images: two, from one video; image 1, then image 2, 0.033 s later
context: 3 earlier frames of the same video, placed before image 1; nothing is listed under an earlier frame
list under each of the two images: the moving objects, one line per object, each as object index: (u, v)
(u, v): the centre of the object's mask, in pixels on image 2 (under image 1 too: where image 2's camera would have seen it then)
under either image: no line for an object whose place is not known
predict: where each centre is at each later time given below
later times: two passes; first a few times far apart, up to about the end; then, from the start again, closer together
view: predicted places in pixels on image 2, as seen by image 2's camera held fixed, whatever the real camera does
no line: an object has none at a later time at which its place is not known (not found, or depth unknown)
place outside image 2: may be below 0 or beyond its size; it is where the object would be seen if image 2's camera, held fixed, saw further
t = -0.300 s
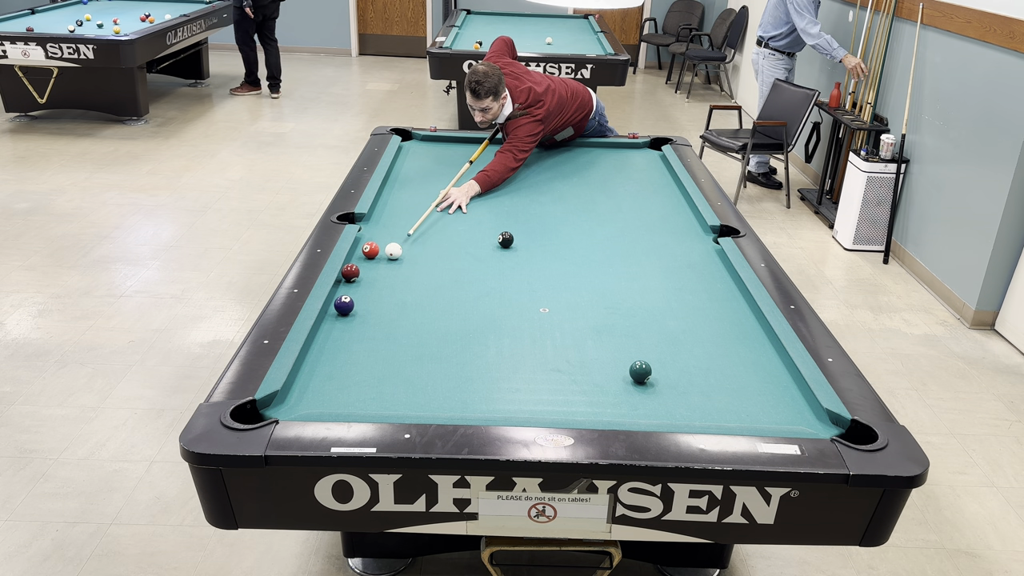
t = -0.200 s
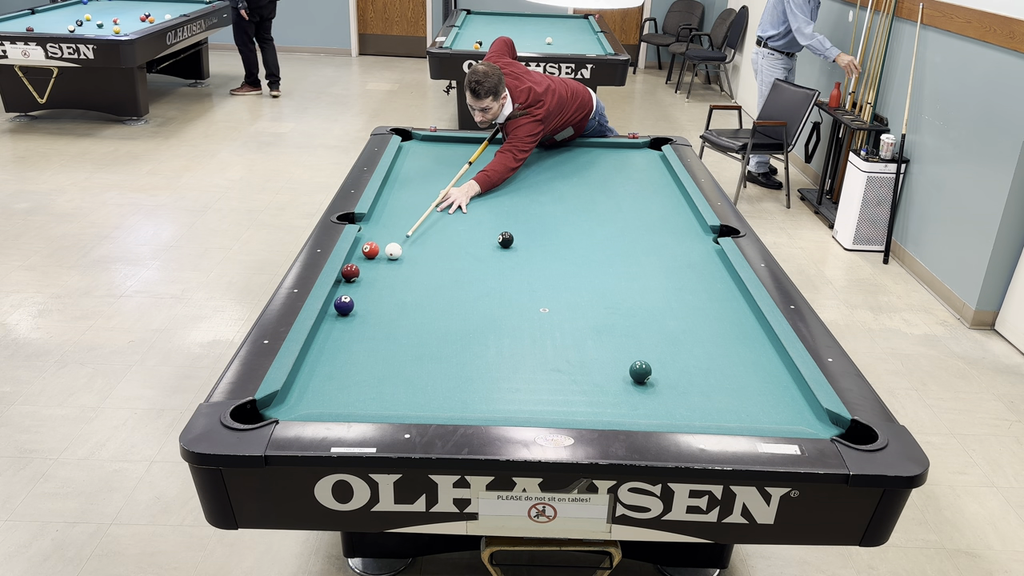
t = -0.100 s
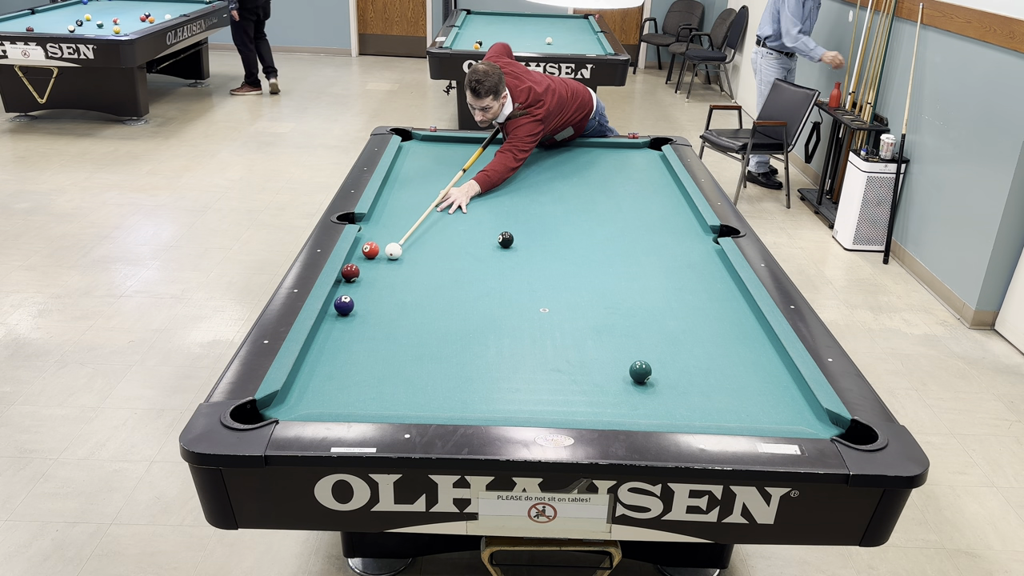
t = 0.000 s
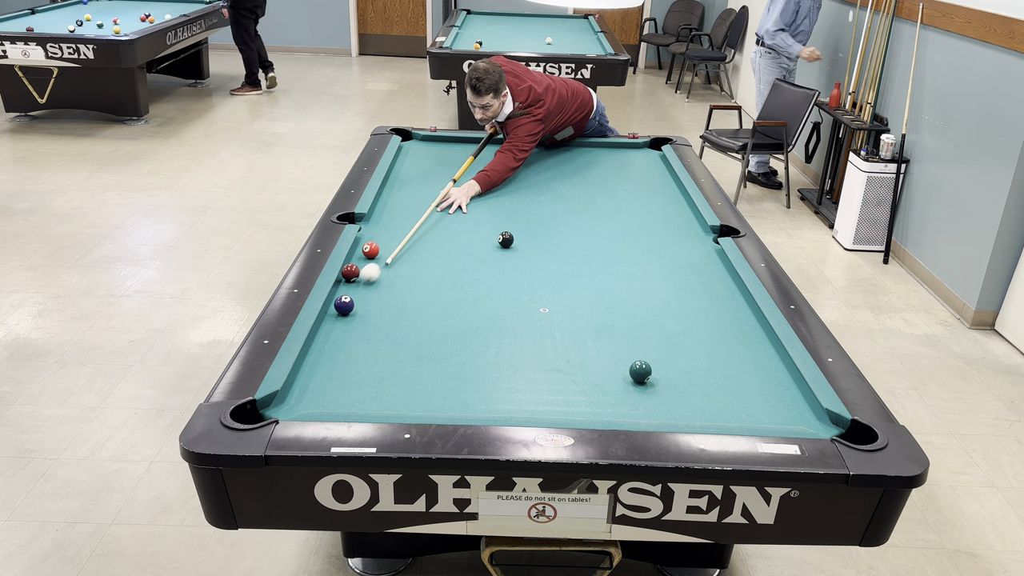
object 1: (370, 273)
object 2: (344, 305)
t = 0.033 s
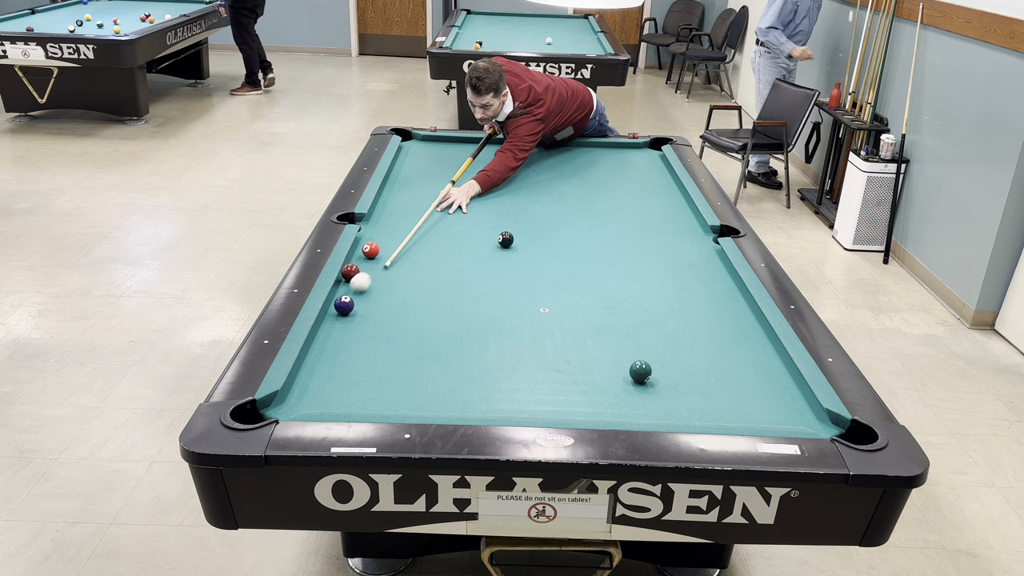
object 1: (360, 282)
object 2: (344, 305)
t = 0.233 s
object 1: (343, 297)
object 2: (328, 347)
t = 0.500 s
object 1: (360, 297)
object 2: (290, 404)
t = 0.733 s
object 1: (374, 298)
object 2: (288, 409)
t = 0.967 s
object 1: (386, 299)
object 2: (284, 407)
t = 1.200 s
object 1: (397, 299)
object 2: (280, 402)
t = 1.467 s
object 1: (408, 299)
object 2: (281, 400)
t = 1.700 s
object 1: (416, 300)
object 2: (282, 401)
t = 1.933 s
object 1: (423, 299)
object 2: (282, 401)
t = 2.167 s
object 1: (428, 299)
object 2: (282, 401)
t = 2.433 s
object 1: (431, 299)
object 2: (282, 401)
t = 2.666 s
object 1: (434, 298)
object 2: (282, 401)
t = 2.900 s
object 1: (434, 298)
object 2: (282, 401)
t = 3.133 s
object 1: (434, 299)
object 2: (282, 401)
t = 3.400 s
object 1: (434, 299)
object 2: (282, 401)
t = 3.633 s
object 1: (434, 299)
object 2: (282, 401)
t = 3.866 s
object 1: (434, 299)
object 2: (282, 401)
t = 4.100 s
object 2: (282, 401)
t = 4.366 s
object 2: (282, 401)
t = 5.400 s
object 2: (286, 400)
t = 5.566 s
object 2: (282, 401)
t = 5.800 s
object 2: (282, 401)
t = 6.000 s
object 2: (282, 401)
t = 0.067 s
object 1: (352, 290)
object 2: (344, 305)
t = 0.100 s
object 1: (343, 294)
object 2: (342, 309)
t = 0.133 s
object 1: (337, 296)
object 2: (339, 318)
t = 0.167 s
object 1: (338, 297)
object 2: (335, 328)
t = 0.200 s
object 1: (340, 297)
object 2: (331, 338)
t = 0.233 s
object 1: (343, 297)
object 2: (328, 347)
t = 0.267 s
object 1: (345, 297)
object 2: (324, 357)
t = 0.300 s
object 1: (347, 297)
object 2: (321, 365)
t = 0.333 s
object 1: (350, 297)
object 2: (317, 374)
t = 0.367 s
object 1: (352, 297)
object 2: (314, 382)
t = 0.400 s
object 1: (354, 297)
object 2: (310, 392)
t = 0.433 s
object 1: (356, 297)
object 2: (306, 400)
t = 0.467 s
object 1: (358, 297)
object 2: (300, 405)
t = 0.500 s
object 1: (360, 297)
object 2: (290, 404)
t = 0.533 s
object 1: (362, 298)
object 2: (279, 403)
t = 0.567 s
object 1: (364, 298)
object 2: (278, 403)
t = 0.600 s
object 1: (366, 298)
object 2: (281, 405)
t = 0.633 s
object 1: (368, 298)
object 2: (283, 406)
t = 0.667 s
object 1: (370, 298)
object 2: (285, 408)
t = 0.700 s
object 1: (372, 298)
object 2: (286, 408)
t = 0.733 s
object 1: (374, 298)
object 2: (288, 409)
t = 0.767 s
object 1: (376, 298)
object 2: (288, 409)
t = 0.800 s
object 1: (378, 298)
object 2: (287, 408)
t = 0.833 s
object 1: (379, 299)
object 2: (287, 408)
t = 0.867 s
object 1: (381, 299)
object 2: (286, 408)
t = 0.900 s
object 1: (383, 299)
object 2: (285, 407)
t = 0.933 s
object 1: (385, 299)
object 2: (285, 407)
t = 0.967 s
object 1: (386, 299)
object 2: (284, 407)
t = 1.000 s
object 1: (388, 299)
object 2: (284, 406)
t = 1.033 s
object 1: (389, 299)
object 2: (283, 406)
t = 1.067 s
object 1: (391, 299)
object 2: (283, 405)
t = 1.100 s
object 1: (393, 299)
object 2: (282, 405)
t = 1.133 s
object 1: (394, 299)
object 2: (281, 404)
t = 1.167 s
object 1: (396, 299)
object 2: (281, 403)
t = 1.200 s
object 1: (397, 299)
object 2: (280, 402)
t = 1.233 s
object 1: (399, 299)
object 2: (280, 402)
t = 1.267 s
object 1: (400, 299)
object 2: (279, 401)
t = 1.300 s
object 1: (402, 299)
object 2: (279, 401)
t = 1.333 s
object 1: (403, 299)
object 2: (279, 401)
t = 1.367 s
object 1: (404, 299)
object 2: (279, 401)
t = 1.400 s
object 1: (405, 299)
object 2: (280, 400)
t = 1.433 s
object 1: (407, 299)
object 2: (280, 401)
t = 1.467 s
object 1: (408, 299)
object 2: (281, 400)
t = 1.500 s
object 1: (409, 299)
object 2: (281, 401)
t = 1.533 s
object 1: (410, 299)
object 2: (281, 401)
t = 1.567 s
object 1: (412, 299)
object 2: (282, 401)
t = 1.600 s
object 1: (413, 299)
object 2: (282, 401)
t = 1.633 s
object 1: (414, 299)
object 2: (282, 401)
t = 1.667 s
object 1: (415, 299)
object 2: (282, 401)
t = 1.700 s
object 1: (416, 300)
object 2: (282, 401)
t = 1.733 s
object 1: (417, 299)
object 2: (282, 401)
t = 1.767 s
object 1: (418, 299)
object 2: (282, 401)
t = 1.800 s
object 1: (419, 299)
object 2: (282, 401)
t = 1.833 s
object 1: (420, 300)
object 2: (282, 401)
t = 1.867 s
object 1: (421, 299)
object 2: (282, 401)
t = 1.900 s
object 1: (422, 299)
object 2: (282, 401)
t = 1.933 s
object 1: (423, 299)
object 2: (282, 401)
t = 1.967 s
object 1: (423, 299)
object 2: (282, 401)
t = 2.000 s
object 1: (424, 299)
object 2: (282, 401)
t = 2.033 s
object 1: (425, 299)
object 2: (282, 401)
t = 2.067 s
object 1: (426, 299)
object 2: (282, 401)
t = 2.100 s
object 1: (426, 299)
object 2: (282, 401)
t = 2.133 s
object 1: (427, 299)
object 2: (282, 401)
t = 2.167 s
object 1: (428, 299)
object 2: (282, 401)
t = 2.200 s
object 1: (428, 299)
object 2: (282, 401)
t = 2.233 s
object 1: (429, 299)
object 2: (282, 401)
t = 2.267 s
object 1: (429, 299)
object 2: (282, 401)
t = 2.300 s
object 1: (430, 299)
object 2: (282, 401)
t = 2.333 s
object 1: (430, 299)
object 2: (282, 401)
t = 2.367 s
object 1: (431, 299)
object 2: (282, 401)
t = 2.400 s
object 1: (431, 299)
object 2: (282, 401)
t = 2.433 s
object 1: (431, 299)
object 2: (282, 401)
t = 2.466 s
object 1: (432, 299)
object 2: (282, 401)
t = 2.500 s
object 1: (432, 299)
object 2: (282, 401)
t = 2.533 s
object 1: (433, 299)
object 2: (282, 401)
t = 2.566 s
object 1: (433, 299)
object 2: (282, 401)
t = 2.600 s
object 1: (433, 299)
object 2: (282, 401)
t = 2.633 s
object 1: (434, 298)
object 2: (282, 401)
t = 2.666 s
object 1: (434, 298)
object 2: (282, 401)
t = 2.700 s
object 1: (434, 298)
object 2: (282, 401)
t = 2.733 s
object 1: (434, 299)
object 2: (282, 401)
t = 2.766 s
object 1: (434, 299)
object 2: (282, 401)
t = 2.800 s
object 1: (434, 298)
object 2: (282, 401)
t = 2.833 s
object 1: (434, 299)
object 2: (282, 401)
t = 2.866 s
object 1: (434, 299)
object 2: (282, 401)
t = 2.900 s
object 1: (434, 298)
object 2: (282, 401)
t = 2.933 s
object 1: (434, 299)
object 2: (282, 401)
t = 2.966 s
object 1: (434, 298)
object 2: (282, 401)
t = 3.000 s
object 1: (434, 299)
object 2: (282, 401)
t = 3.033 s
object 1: (434, 299)
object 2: (282, 401)
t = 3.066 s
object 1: (434, 299)
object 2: (282, 401)
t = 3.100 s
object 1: (434, 299)
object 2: (282, 401)
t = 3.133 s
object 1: (434, 299)
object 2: (282, 401)
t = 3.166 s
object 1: (434, 299)
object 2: (282, 401)
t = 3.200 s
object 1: (434, 298)
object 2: (282, 401)
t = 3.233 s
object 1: (434, 299)
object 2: (282, 401)
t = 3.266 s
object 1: (434, 298)
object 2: (282, 401)
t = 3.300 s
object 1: (434, 299)
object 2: (282, 401)
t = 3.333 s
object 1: (434, 299)
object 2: (282, 401)
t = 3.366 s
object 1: (434, 298)
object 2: (282, 401)
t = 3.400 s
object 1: (434, 299)
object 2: (282, 401)
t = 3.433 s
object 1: (434, 298)
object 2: (282, 401)
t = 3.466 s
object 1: (434, 299)
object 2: (282, 401)
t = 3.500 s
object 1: (434, 298)
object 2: (282, 401)
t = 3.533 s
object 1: (434, 298)
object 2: (282, 401)
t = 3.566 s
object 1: (434, 299)
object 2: (282, 401)
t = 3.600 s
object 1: (434, 299)
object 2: (282, 401)
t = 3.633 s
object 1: (434, 299)
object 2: (282, 401)
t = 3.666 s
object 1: (434, 299)
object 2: (282, 401)
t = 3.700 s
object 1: (434, 299)
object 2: (282, 401)
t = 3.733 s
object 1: (434, 298)
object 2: (282, 401)
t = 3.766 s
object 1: (434, 298)
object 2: (282, 401)
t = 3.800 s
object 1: (434, 299)
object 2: (282, 401)
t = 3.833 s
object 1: (434, 299)
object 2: (282, 401)
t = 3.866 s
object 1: (434, 299)
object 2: (282, 401)
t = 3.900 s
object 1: (434, 299)
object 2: (282, 401)
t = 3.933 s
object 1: (434, 298)
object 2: (282, 401)
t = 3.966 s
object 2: (282, 401)
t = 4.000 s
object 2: (282, 401)
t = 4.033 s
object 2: (282, 401)
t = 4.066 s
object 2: (282, 401)
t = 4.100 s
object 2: (282, 401)
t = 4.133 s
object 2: (282, 401)
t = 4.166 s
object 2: (282, 401)
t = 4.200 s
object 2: (282, 401)
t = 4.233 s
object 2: (282, 401)
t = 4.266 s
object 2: (282, 401)
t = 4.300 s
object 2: (282, 401)
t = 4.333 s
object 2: (282, 401)
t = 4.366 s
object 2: (282, 401)
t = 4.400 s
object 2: (282, 401)
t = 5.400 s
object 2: (286, 400)
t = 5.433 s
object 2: (282, 401)
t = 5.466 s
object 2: (282, 401)
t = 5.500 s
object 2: (282, 401)
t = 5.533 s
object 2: (282, 401)
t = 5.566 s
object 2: (282, 401)
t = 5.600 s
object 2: (282, 401)
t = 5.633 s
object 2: (282, 401)
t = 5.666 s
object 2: (282, 401)
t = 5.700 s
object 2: (282, 401)
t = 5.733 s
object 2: (282, 401)
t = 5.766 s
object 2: (282, 401)
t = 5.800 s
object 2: (282, 401)
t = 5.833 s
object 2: (282, 401)
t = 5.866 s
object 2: (282, 401)
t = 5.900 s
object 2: (282, 401)
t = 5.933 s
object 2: (282, 401)
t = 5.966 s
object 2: (282, 401)
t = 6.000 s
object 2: (282, 401)
